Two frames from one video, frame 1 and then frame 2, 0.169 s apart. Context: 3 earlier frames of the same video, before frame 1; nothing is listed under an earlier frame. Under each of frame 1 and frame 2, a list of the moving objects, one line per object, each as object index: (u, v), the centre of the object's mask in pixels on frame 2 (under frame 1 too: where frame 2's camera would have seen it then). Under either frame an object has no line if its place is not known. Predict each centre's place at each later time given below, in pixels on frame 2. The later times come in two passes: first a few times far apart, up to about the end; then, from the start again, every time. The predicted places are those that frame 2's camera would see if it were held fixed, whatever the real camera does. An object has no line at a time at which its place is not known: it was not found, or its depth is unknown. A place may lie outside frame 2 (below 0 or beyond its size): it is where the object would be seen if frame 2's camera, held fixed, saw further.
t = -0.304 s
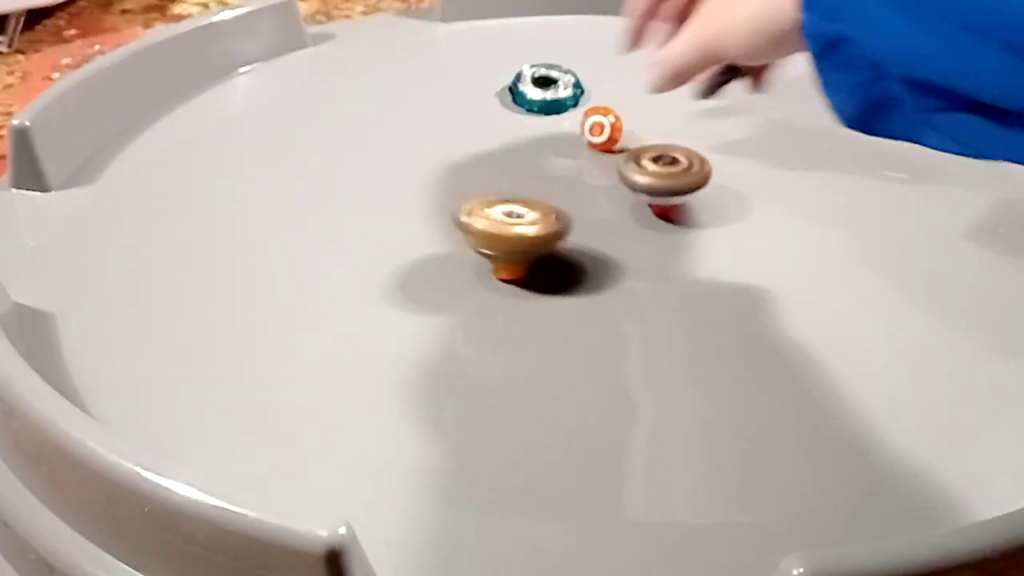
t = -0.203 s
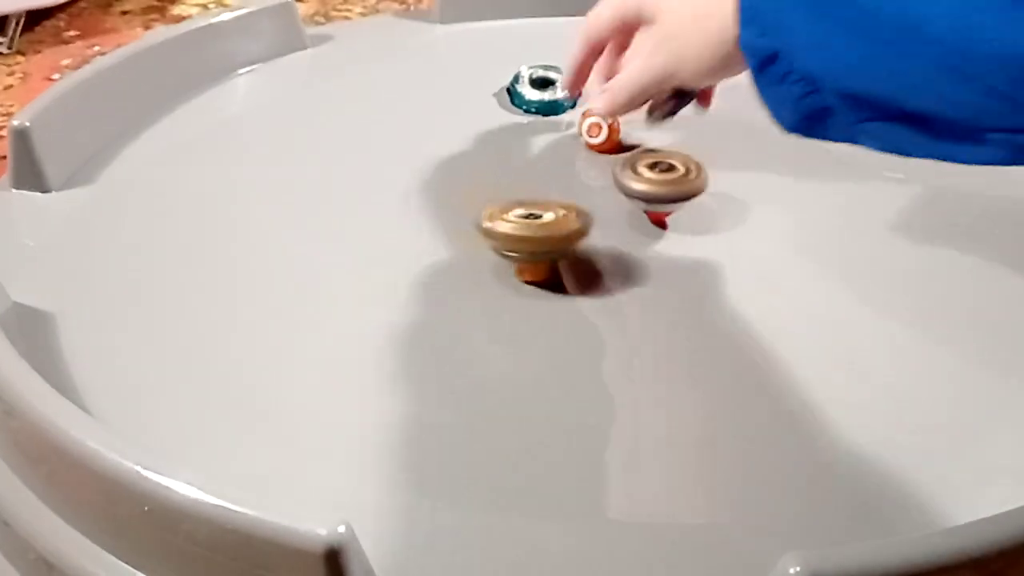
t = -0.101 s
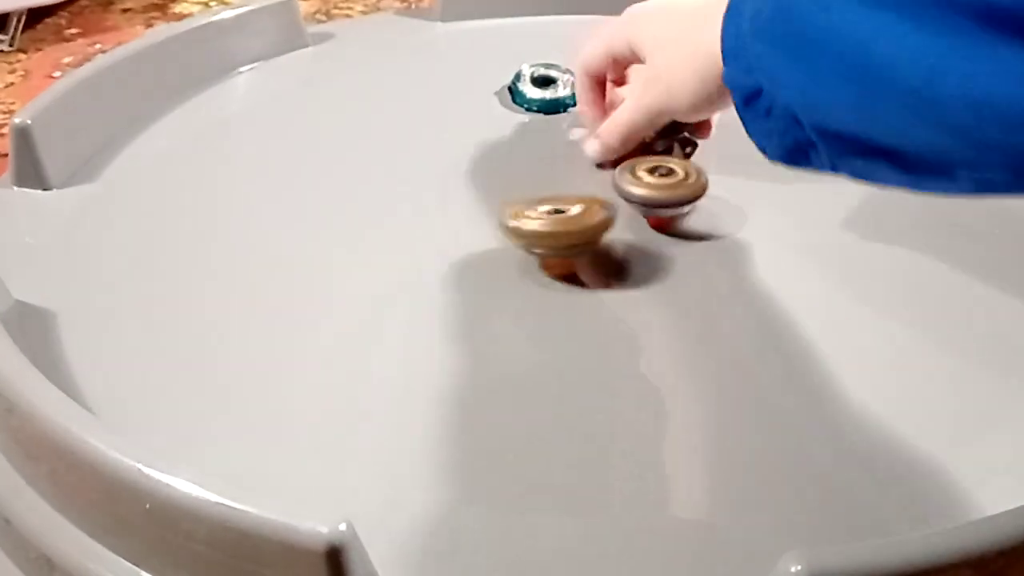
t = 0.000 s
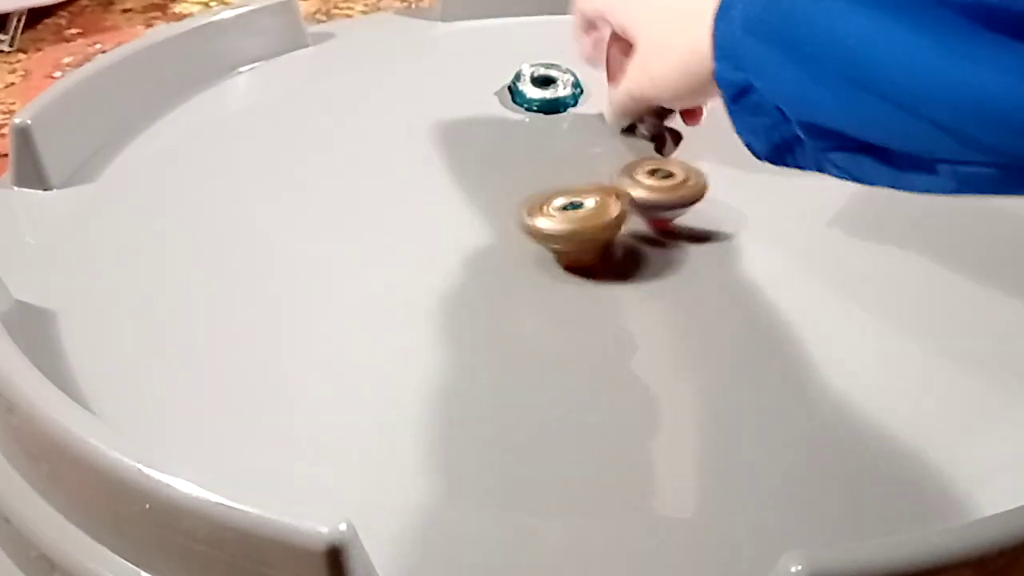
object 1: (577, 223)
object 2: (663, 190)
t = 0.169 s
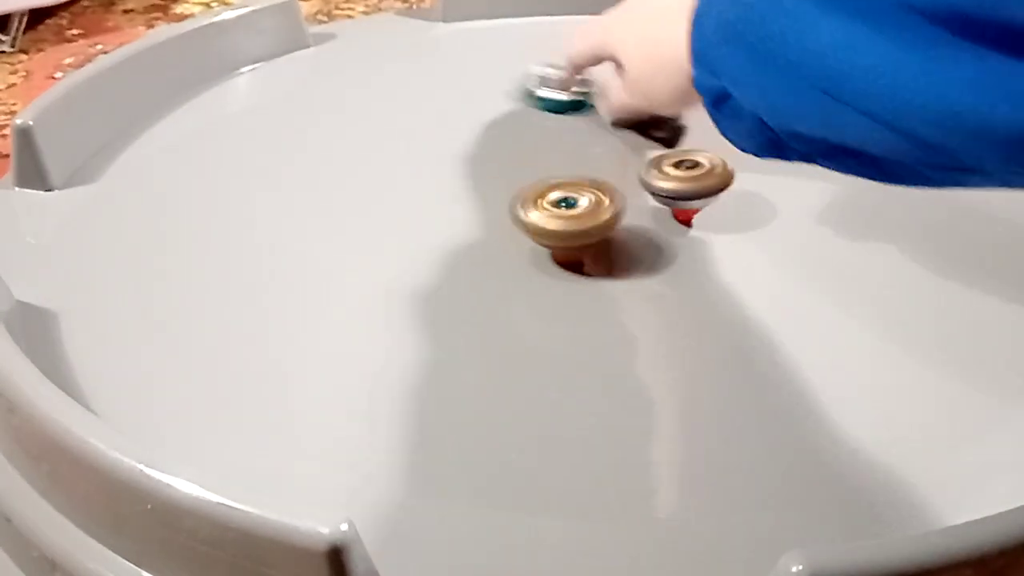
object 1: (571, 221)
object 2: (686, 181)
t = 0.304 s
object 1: (562, 207)
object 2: (697, 179)
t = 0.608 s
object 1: (559, 187)
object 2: (700, 176)
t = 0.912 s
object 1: (559, 172)
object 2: (679, 174)
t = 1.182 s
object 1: (552, 172)
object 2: (656, 176)
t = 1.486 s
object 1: (540, 192)
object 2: (646, 186)
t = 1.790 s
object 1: (561, 219)
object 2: (655, 193)
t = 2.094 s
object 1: (605, 231)
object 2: (668, 186)
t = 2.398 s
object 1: (626, 224)
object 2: (662, 167)
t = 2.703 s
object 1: (606, 210)
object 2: (642, 157)
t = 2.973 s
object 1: (572, 211)
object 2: (609, 156)
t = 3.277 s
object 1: (561, 232)
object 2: (580, 161)
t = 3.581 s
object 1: (596, 252)
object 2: (568, 174)
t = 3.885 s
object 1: (655, 246)
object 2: (545, 172)
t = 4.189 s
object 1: (720, 219)
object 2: (543, 169)
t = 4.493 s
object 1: (699, 176)
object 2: (566, 180)
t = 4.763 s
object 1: (665, 148)
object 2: (565, 199)
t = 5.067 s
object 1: (615, 139)
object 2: (591, 209)
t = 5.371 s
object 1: (574, 159)
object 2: (620, 216)
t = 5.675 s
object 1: (558, 176)
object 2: (658, 222)
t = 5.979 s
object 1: (575, 187)
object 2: (672, 212)
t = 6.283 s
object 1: (566, 191)
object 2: (680, 198)
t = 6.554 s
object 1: (545, 198)
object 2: (689, 181)
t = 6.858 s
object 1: (528, 221)
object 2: (674, 172)
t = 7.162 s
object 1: (578, 236)
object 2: (654, 156)
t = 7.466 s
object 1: (586, 290)
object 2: (653, 117)
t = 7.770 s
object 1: (651, 252)
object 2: (630, 124)
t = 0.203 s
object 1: (569, 216)
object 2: (688, 181)
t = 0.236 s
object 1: (566, 212)
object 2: (691, 180)
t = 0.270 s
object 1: (564, 210)
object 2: (694, 181)
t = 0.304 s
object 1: (562, 207)
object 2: (697, 179)
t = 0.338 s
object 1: (561, 205)
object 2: (698, 181)
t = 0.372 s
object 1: (562, 202)
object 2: (701, 181)
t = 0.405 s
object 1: (562, 200)
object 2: (707, 187)
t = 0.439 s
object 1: (560, 197)
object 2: (707, 186)
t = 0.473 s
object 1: (560, 195)
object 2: (702, 178)
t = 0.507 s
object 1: (560, 192)
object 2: (701, 177)
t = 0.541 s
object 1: (559, 190)
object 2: (701, 177)
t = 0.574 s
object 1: (559, 188)
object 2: (701, 176)
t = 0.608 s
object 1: (559, 187)
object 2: (700, 176)
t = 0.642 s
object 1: (558, 184)
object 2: (699, 175)
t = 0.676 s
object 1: (558, 182)
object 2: (698, 175)
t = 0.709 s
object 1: (558, 179)
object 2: (696, 175)
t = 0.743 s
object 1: (557, 178)
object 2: (693, 175)
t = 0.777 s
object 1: (557, 176)
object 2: (691, 174)
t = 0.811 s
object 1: (557, 175)
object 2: (688, 174)
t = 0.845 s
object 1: (558, 173)
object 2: (685, 174)
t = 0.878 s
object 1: (558, 173)
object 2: (682, 174)
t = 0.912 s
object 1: (559, 172)
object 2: (679, 174)
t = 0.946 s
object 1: (560, 171)
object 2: (674, 174)
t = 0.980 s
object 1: (560, 171)
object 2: (671, 174)
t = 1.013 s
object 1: (560, 170)
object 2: (666, 175)
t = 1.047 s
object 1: (559, 171)
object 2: (663, 175)
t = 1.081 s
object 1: (557, 170)
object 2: (663, 175)
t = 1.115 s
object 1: (556, 171)
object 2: (661, 175)
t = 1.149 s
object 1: (554, 171)
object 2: (659, 175)
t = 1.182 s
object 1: (552, 172)
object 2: (656, 176)
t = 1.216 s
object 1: (550, 174)
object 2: (655, 177)
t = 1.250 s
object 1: (548, 176)
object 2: (654, 177)
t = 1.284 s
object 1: (546, 177)
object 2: (652, 178)
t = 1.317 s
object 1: (544, 179)
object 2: (651, 180)
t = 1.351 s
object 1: (543, 181)
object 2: (648, 181)
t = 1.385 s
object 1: (541, 183)
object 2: (648, 182)
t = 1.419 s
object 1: (541, 186)
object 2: (647, 183)
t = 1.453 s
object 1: (540, 189)
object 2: (646, 184)
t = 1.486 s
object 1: (540, 192)
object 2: (646, 186)
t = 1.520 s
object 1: (540, 195)
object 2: (645, 187)
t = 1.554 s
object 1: (540, 198)
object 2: (646, 188)
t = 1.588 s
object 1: (542, 202)
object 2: (647, 188)
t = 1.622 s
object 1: (544, 205)
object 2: (647, 189)
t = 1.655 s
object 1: (546, 209)
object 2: (649, 191)
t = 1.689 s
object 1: (549, 211)
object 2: (649, 191)
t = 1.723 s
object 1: (553, 214)
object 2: (652, 191)
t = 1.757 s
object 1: (557, 217)
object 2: (654, 192)
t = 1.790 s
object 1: (561, 219)
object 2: (655, 193)
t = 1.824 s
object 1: (567, 222)
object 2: (658, 192)
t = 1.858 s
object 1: (572, 224)
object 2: (659, 192)
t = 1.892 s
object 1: (575, 225)
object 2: (661, 193)
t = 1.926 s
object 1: (578, 226)
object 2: (661, 192)
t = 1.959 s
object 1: (583, 228)
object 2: (663, 192)
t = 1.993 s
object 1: (589, 229)
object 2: (664, 191)
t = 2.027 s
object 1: (593, 230)
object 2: (665, 191)
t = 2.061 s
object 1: (598, 230)
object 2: (667, 188)
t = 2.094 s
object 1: (605, 231)
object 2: (668, 186)
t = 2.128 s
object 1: (611, 230)
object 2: (668, 182)
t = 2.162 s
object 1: (613, 231)
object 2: (668, 181)
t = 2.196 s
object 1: (616, 229)
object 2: (668, 178)
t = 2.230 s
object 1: (617, 230)
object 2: (668, 178)
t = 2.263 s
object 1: (620, 229)
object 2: (666, 175)
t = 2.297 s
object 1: (623, 228)
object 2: (666, 173)
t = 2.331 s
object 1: (625, 227)
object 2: (665, 172)
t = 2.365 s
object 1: (627, 225)
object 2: (664, 169)
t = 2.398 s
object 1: (626, 224)
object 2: (662, 167)
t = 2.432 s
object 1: (625, 224)
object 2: (662, 167)
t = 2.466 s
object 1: (626, 223)
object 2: (661, 165)
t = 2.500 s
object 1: (623, 220)
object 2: (658, 163)
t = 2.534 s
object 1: (620, 219)
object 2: (655, 163)
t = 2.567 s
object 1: (619, 218)
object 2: (653, 161)
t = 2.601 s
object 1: (617, 216)
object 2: (651, 160)
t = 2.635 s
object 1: (613, 214)
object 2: (647, 160)
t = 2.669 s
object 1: (609, 212)
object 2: (644, 158)
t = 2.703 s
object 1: (606, 210)
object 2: (642, 157)
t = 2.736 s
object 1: (603, 209)
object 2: (640, 155)
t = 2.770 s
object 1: (599, 209)
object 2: (635, 154)
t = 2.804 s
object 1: (595, 208)
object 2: (630, 154)
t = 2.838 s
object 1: (588, 210)
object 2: (624, 155)
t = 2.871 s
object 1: (583, 210)
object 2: (621, 154)
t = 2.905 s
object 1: (581, 210)
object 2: (617, 155)
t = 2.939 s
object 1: (578, 210)
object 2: (613, 156)
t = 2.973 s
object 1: (572, 211)
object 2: (609, 156)
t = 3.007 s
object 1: (570, 212)
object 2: (606, 157)
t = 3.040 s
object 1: (569, 212)
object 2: (602, 158)
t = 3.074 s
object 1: (565, 212)
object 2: (598, 158)
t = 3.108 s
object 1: (565, 213)
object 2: (595, 160)
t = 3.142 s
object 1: (563, 215)
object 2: (592, 161)
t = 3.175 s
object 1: (563, 216)
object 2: (588, 161)
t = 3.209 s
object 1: (565, 224)
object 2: (586, 160)
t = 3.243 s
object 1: (561, 227)
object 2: (582, 160)
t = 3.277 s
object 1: (561, 232)
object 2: (580, 161)
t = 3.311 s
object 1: (564, 236)
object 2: (577, 162)
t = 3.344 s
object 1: (565, 240)
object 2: (575, 162)
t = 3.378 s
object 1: (569, 243)
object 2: (573, 163)
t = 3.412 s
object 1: (573, 247)
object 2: (572, 165)
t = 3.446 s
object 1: (577, 249)
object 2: (570, 166)
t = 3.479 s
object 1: (583, 250)
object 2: (569, 168)
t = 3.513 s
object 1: (588, 251)
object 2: (568, 170)
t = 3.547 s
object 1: (592, 251)
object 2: (568, 172)
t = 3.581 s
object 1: (596, 252)
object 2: (568, 174)
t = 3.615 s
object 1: (601, 250)
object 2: (568, 176)
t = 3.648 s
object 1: (606, 248)
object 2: (569, 178)
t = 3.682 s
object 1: (610, 246)
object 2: (569, 180)
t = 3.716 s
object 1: (610, 243)
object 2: (570, 182)
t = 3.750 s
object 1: (614, 238)
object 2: (569, 182)
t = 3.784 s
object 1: (617, 234)
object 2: (569, 183)
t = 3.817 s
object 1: (633, 238)
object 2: (560, 181)
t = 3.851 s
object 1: (647, 244)
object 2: (550, 175)
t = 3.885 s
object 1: (655, 246)
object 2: (545, 172)
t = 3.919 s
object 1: (664, 244)
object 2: (543, 171)
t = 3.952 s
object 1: (675, 242)
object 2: (542, 170)
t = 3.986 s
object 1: (683, 242)
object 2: (541, 169)
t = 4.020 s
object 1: (689, 240)
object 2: (541, 169)
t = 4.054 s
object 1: (699, 235)
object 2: (541, 169)
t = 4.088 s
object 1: (705, 233)
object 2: (541, 168)
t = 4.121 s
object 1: (708, 229)
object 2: (541, 168)
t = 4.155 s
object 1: (716, 222)
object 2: (542, 169)
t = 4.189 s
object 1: (720, 219)
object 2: (543, 169)
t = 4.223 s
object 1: (720, 214)
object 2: (544, 169)
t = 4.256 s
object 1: (723, 206)
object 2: (546, 170)
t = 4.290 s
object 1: (724, 203)
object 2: (548, 171)
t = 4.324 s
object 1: (719, 199)
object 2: (550, 172)
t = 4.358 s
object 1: (719, 192)
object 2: (552, 174)
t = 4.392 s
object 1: (716, 189)
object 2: (555, 175)
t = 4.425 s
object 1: (709, 185)
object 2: (558, 176)
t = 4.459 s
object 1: (705, 180)
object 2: (562, 178)
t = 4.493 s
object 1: (699, 176)
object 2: (566, 180)
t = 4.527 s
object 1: (690, 174)
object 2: (570, 181)
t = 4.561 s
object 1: (682, 171)
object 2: (574, 183)
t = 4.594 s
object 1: (676, 168)
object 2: (577, 185)
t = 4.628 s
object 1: (677, 163)
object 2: (569, 189)
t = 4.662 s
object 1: (673, 159)
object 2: (565, 192)
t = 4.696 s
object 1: (672, 154)
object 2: (564, 195)
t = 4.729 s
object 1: (671, 150)
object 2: (564, 197)
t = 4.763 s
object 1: (665, 148)
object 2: (565, 199)
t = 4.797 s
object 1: (659, 145)
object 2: (567, 201)
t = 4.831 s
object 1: (656, 142)
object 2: (569, 202)
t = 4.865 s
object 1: (650, 139)
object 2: (572, 204)
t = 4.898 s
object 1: (642, 139)
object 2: (576, 205)
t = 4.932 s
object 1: (638, 139)
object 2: (578, 205)
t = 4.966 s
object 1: (632, 138)
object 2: (582, 207)
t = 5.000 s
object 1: (625, 137)
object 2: (585, 208)
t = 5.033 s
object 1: (618, 138)
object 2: (588, 209)
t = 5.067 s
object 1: (615, 139)
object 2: (591, 209)
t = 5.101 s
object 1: (608, 138)
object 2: (593, 209)
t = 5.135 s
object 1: (600, 139)
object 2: (595, 210)
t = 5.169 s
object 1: (598, 142)
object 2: (598, 210)
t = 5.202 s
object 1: (594, 145)
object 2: (600, 210)
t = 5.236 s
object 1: (587, 148)
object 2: (603, 210)
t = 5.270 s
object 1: (583, 149)
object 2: (606, 210)
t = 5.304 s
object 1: (582, 153)
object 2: (609, 212)
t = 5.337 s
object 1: (577, 157)
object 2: (615, 214)
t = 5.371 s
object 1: (574, 159)
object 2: (620, 216)
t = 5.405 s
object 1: (575, 160)
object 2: (623, 216)
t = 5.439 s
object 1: (575, 165)
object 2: (626, 216)
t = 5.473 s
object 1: (574, 168)
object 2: (628, 217)
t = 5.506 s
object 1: (568, 169)
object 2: (636, 219)
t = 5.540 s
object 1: (563, 169)
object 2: (643, 222)
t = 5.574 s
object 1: (560, 172)
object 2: (648, 222)
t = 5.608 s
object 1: (563, 173)
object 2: (652, 223)
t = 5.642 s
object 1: (561, 175)
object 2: (655, 222)
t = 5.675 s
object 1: (558, 176)
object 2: (658, 222)
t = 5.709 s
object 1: (556, 176)
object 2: (660, 221)
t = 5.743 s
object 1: (557, 178)
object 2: (661, 221)
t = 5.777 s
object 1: (561, 180)
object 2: (663, 220)
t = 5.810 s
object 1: (566, 182)
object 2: (663, 218)
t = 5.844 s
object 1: (569, 185)
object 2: (664, 217)
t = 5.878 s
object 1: (570, 186)
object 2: (665, 216)
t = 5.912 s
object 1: (574, 187)
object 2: (666, 215)
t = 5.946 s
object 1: (574, 187)
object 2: (670, 214)
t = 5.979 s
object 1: (575, 187)
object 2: (672, 212)
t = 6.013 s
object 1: (574, 188)
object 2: (676, 211)
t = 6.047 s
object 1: (570, 188)
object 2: (682, 209)
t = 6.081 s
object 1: (566, 189)
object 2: (685, 208)
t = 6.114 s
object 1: (566, 188)
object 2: (685, 206)
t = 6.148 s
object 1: (567, 188)
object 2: (685, 205)
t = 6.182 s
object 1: (566, 190)
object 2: (685, 203)
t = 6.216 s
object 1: (565, 190)
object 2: (684, 201)
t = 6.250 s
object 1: (564, 190)
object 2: (683, 200)
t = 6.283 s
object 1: (566, 191)
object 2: (680, 198)
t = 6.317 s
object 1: (566, 191)
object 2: (678, 196)
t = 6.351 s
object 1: (567, 191)
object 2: (674, 194)
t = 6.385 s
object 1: (568, 191)
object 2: (673, 193)
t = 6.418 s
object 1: (565, 190)
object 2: (673, 191)
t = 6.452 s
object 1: (566, 189)
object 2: (672, 189)
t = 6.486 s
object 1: (557, 190)
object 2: (681, 185)
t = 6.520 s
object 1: (548, 196)
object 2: (687, 183)
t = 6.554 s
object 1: (545, 198)
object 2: (689, 181)
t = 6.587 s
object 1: (540, 200)
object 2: (690, 180)
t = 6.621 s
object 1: (530, 199)
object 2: (689, 178)
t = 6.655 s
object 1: (523, 201)
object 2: (689, 177)
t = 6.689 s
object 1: (519, 202)
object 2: (687, 176)
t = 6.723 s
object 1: (524, 207)
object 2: (685, 175)
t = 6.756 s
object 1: (526, 213)
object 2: (683, 174)
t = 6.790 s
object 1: (526, 218)
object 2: (681, 173)
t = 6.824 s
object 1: (528, 221)
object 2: (678, 172)
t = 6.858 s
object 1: (528, 221)
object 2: (674, 172)
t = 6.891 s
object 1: (535, 220)
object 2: (671, 172)
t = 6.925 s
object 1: (544, 220)
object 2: (667, 171)
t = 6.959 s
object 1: (554, 224)
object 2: (663, 171)
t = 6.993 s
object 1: (562, 226)
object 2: (659, 172)
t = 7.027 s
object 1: (564, 225)
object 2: (655, 173)
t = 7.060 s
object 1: (572, 225)
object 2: (651, 173)
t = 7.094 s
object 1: (581, 220)
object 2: (648, 174)
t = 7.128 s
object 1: (584, 220)
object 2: (647, 169)
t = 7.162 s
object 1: (578, 236)
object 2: (654, 156)
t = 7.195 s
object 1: (572, 251)
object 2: (657, 144)
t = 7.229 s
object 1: (561, 264)
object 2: (659, 136)
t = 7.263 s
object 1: (554, 275)
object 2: (660, 129)
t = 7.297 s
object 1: (553, 283)
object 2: (659, 126)
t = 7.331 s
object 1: (552, 286)
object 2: (659, 123)
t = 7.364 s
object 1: (559, 288)
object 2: (658, 121)
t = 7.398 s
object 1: (567, 291)
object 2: (657, 120)
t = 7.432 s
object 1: (573, 291)
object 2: (655, 118)
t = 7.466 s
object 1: (586, 290)
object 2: (653, 117)
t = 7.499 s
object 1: (591, 289)
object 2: (651, 116)
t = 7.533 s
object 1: (598, 286)
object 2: (648, 116)
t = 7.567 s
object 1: (606, 284)
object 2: (646, 116)
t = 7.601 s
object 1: (610, 284)
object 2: (643, 116)
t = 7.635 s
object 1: (621, 278)
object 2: (640, 117)
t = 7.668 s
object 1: (627, 273)
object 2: (637, 118)
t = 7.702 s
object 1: (631, 269)
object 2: (635, 120)
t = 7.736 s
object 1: (640, 261)
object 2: (633, 121)
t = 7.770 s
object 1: (651, 252)
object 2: (630, 124)
